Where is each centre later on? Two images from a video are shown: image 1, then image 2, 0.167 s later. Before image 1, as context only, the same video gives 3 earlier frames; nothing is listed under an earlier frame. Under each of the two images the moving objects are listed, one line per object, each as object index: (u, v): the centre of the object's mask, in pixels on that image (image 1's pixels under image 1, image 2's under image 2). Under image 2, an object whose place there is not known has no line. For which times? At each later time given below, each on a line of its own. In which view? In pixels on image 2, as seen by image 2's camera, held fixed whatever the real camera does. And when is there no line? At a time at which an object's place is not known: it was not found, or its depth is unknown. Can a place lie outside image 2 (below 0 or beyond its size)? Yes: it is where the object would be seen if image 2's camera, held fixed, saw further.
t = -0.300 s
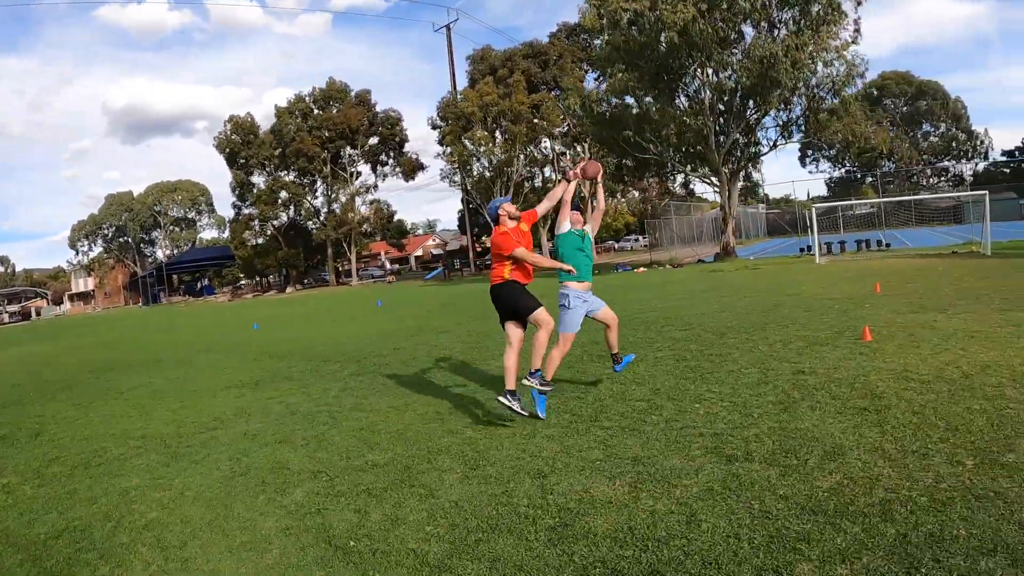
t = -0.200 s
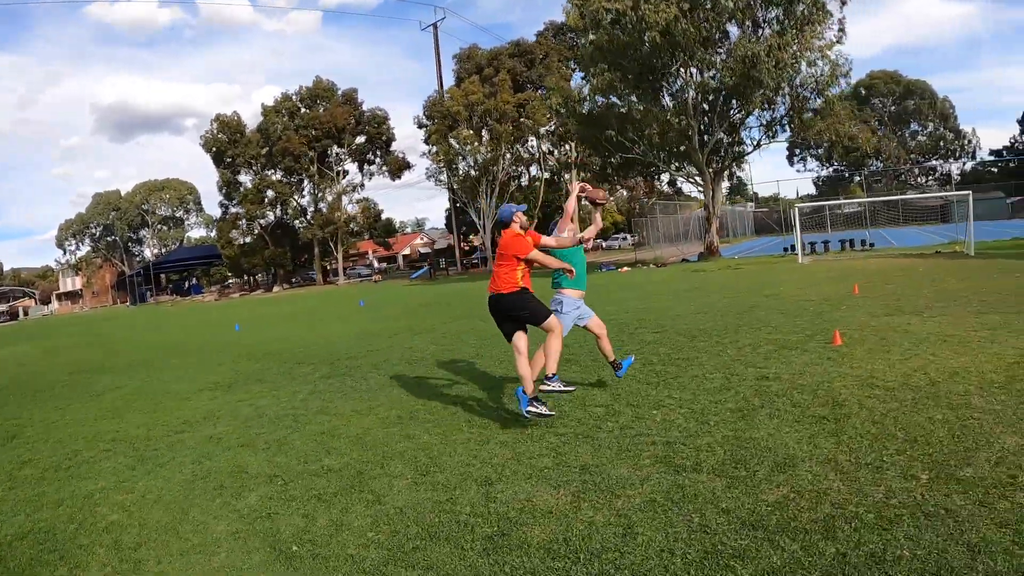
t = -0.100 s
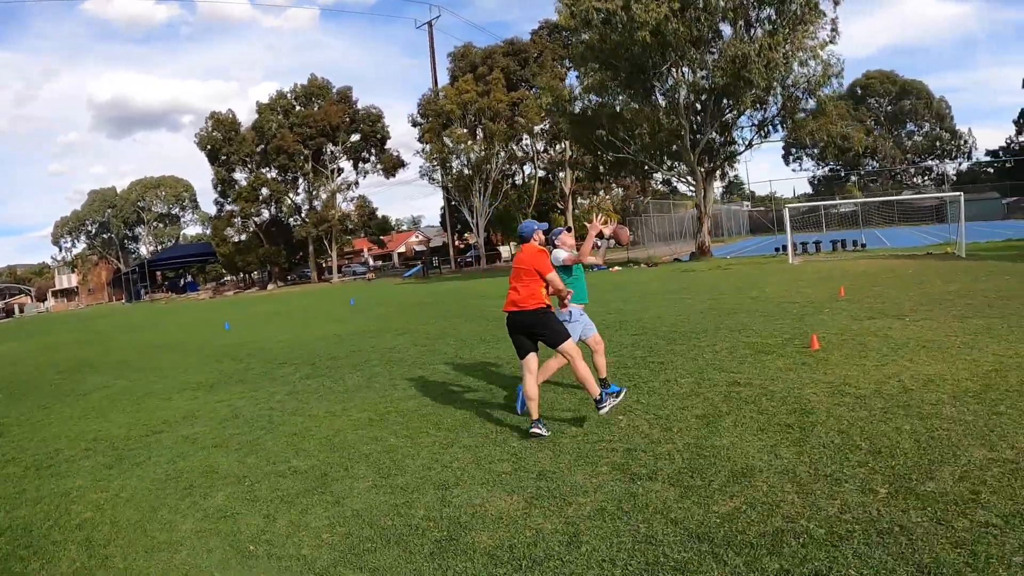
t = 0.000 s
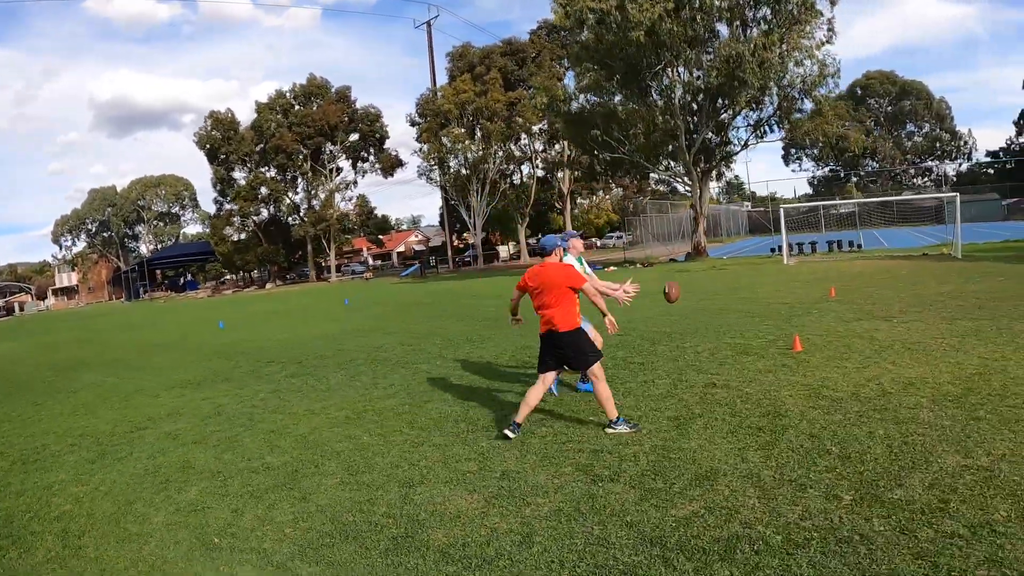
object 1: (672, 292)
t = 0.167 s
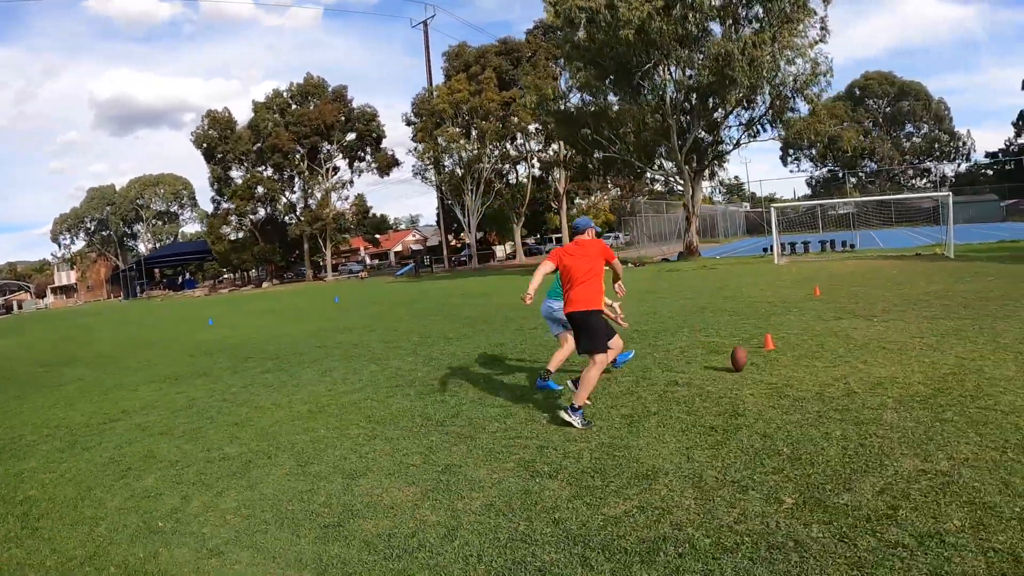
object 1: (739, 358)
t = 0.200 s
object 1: (752, 348)
